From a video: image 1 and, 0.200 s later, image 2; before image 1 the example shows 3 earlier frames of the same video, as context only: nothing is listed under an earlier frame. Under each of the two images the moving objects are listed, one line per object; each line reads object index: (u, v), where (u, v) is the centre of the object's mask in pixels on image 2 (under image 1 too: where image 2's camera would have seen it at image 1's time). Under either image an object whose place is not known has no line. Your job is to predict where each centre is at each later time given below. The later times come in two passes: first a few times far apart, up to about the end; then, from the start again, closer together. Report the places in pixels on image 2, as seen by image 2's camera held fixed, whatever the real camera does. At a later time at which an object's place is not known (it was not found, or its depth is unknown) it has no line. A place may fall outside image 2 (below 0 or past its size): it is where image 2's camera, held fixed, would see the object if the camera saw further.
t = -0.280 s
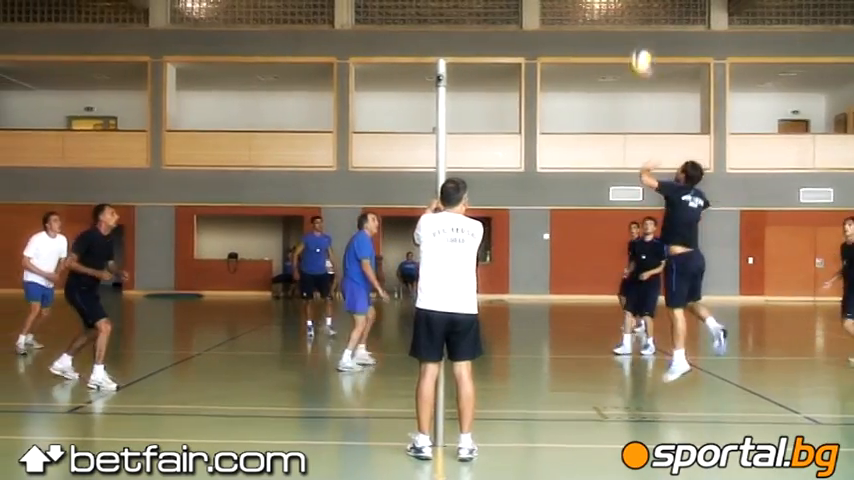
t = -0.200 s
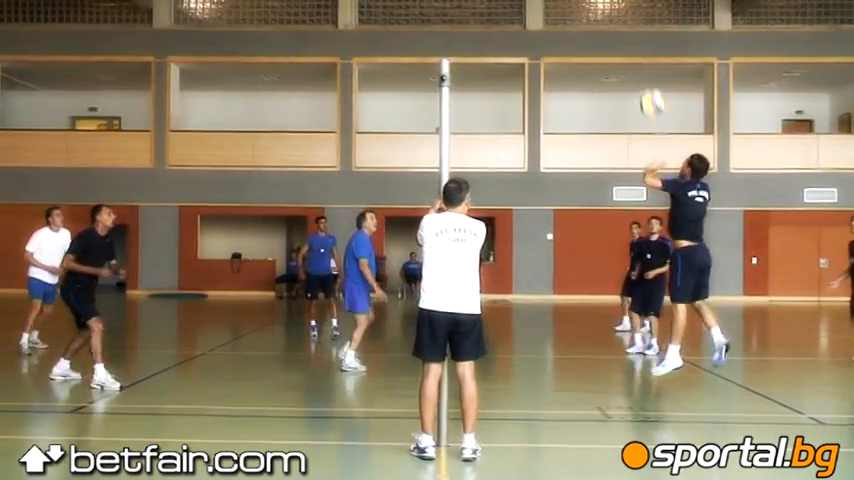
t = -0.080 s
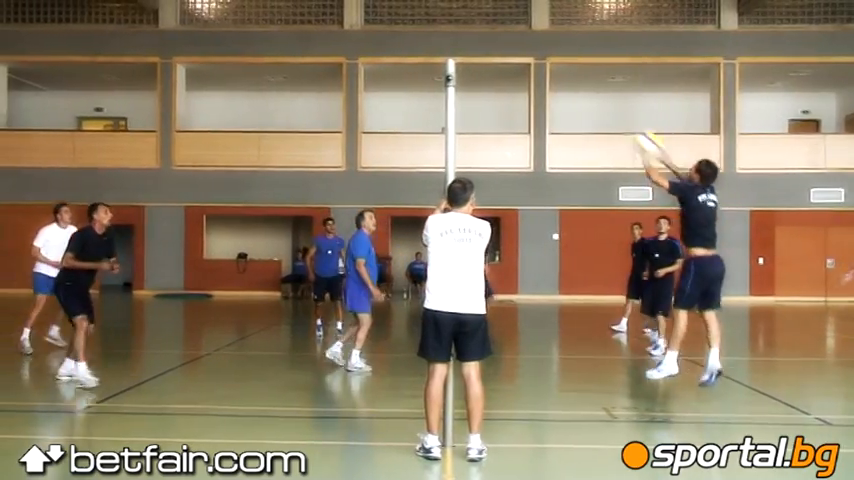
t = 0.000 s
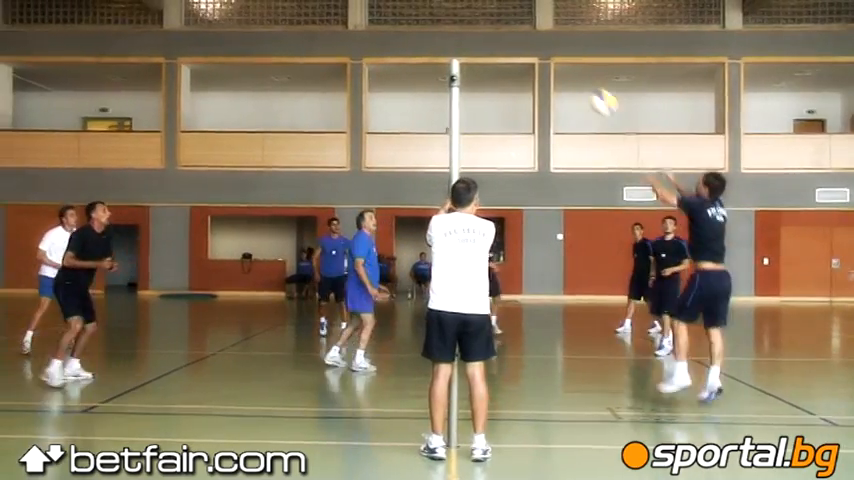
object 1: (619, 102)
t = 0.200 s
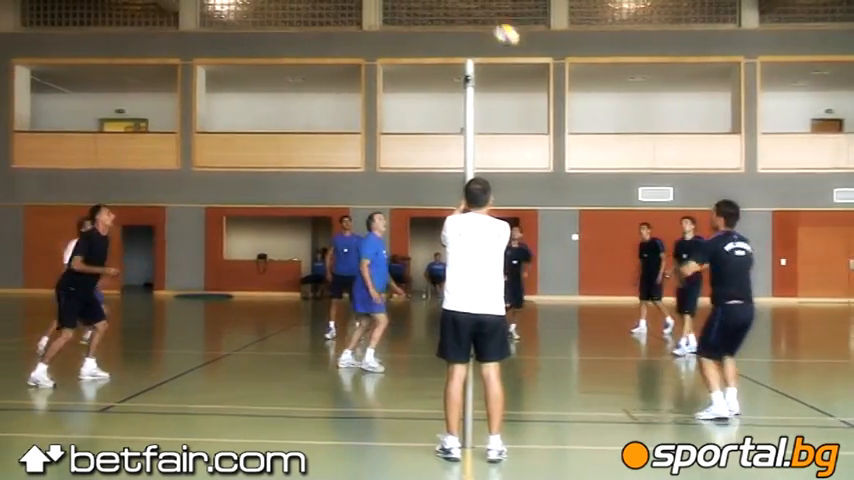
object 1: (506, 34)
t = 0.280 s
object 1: (465, 22)
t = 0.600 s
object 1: (339, 27)
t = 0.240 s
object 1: (485, 27)
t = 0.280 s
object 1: (465, 22)
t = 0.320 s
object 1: (446, 17)
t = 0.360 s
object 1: (429, 15)
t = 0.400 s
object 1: (415, 13)
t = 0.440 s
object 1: (397, 13)
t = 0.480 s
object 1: (384, 14)
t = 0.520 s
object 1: (366, 17)
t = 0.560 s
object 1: (353, 21)
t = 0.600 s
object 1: (339, 27)
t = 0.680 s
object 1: (311, 41)
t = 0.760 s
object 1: (286, 60)
